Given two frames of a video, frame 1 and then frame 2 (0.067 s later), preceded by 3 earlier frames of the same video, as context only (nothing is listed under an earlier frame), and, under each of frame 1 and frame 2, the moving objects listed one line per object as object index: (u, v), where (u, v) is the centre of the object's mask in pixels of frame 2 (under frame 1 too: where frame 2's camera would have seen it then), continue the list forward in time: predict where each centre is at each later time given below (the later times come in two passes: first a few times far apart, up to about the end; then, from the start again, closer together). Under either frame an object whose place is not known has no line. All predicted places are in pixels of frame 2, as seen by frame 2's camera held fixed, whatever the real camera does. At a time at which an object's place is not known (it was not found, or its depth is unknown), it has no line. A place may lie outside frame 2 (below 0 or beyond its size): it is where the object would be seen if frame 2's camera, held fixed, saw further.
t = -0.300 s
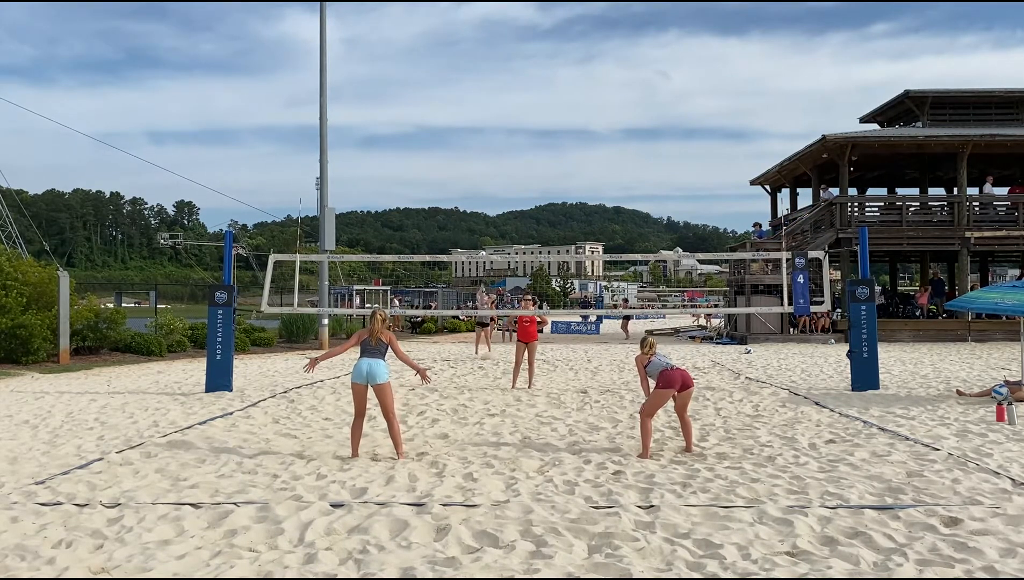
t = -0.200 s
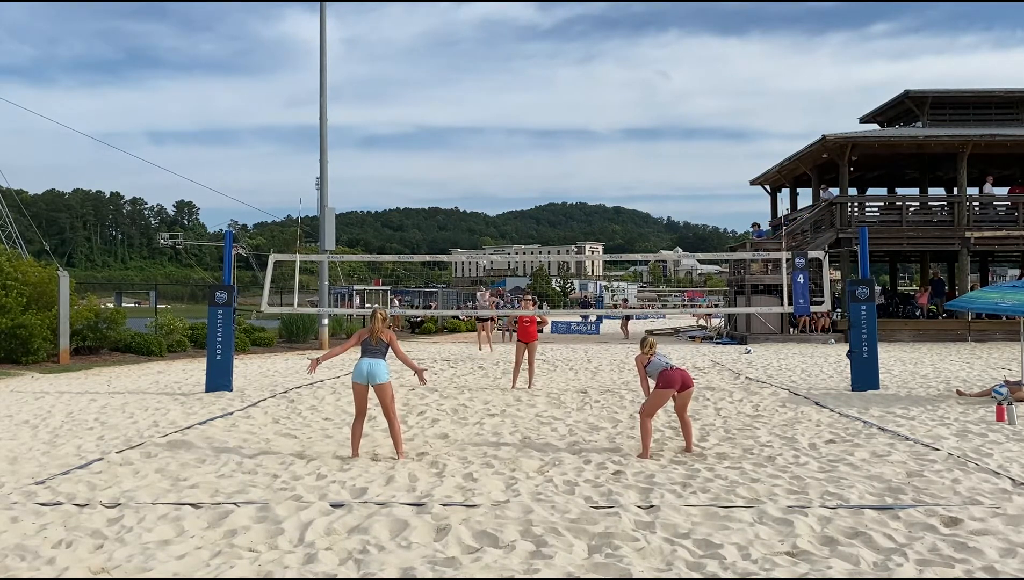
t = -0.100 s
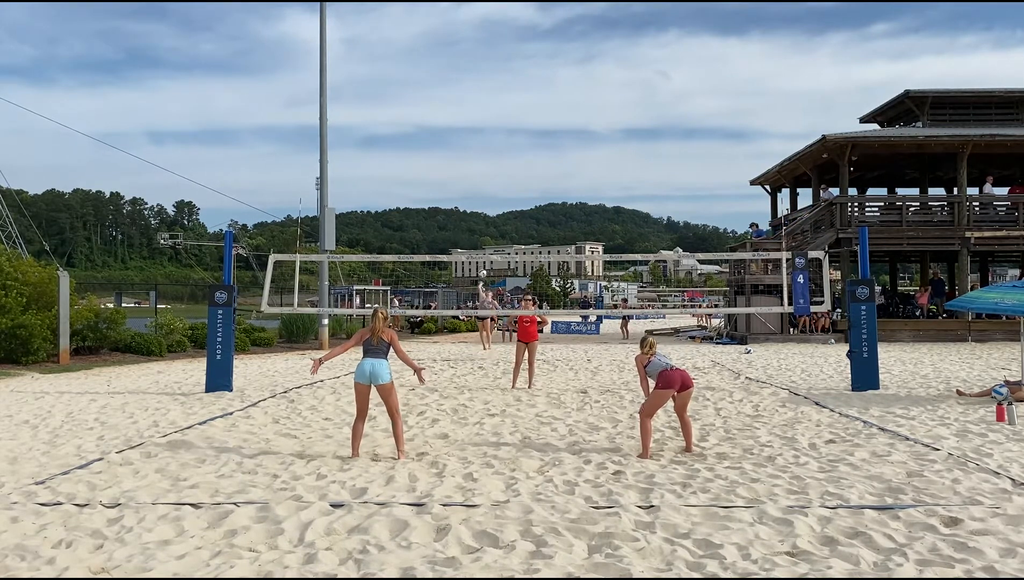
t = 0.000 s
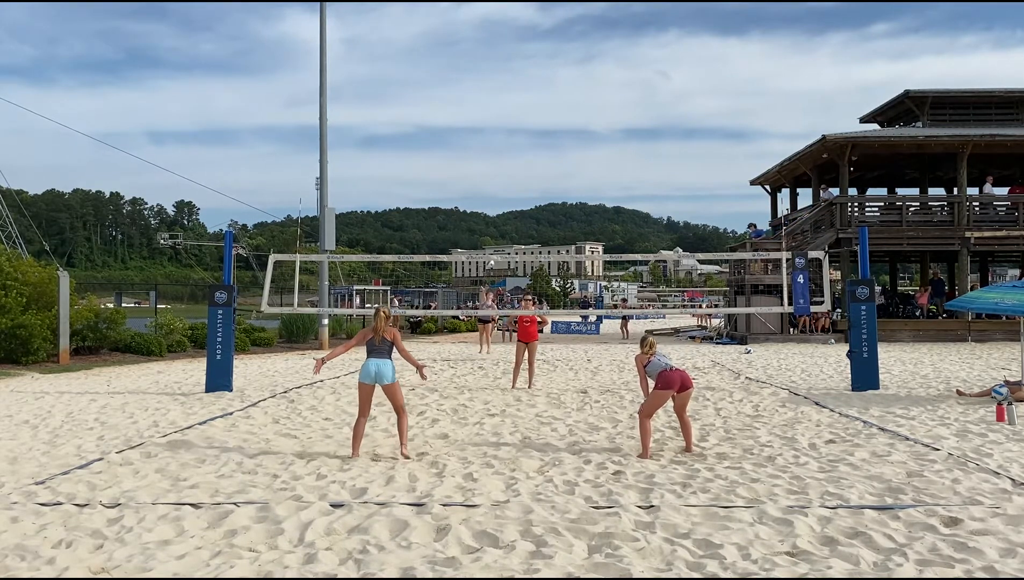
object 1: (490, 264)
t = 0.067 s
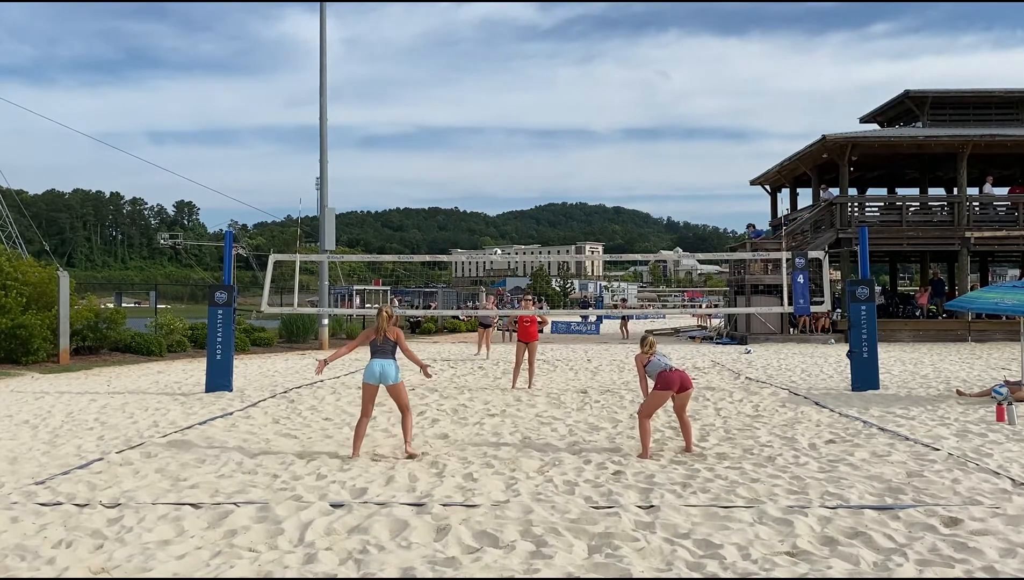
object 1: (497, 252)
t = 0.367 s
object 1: (529, 216)
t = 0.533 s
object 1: (547, 210)
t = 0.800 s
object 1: (583, 234)
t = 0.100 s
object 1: (500, 248)
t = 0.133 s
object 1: (504, 242)
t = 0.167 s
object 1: (507, 238)
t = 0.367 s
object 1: (529, 216)
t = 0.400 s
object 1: (533, 214)
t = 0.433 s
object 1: (537, 212)
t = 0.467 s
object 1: (540, 211)
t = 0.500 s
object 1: (544, 210)
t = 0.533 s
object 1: (547, 210)
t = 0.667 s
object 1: (563, 217)
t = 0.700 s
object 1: (567, 220)
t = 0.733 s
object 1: (572, 224)
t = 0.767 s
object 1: (578, 228)
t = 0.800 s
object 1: (583, 234)
